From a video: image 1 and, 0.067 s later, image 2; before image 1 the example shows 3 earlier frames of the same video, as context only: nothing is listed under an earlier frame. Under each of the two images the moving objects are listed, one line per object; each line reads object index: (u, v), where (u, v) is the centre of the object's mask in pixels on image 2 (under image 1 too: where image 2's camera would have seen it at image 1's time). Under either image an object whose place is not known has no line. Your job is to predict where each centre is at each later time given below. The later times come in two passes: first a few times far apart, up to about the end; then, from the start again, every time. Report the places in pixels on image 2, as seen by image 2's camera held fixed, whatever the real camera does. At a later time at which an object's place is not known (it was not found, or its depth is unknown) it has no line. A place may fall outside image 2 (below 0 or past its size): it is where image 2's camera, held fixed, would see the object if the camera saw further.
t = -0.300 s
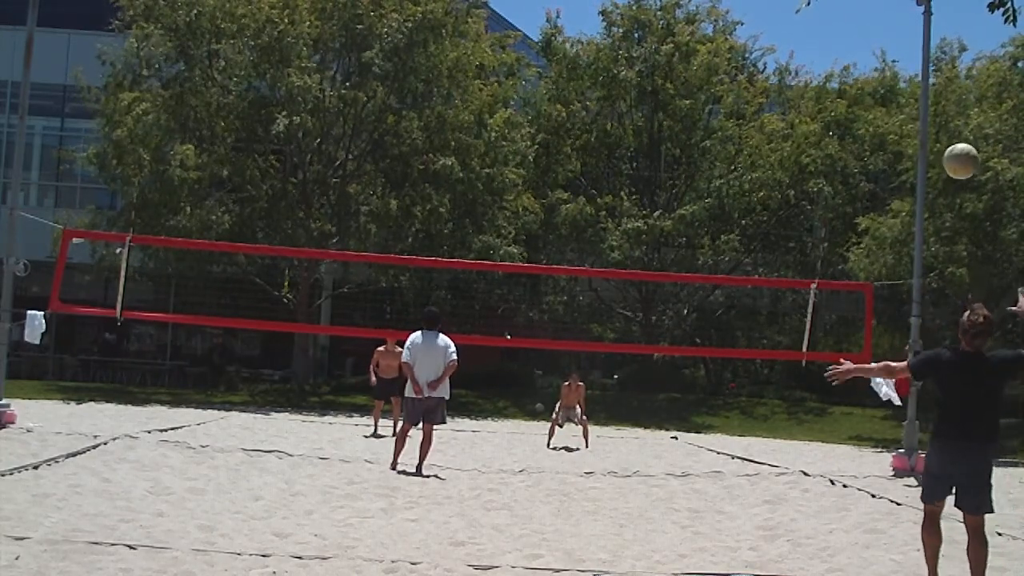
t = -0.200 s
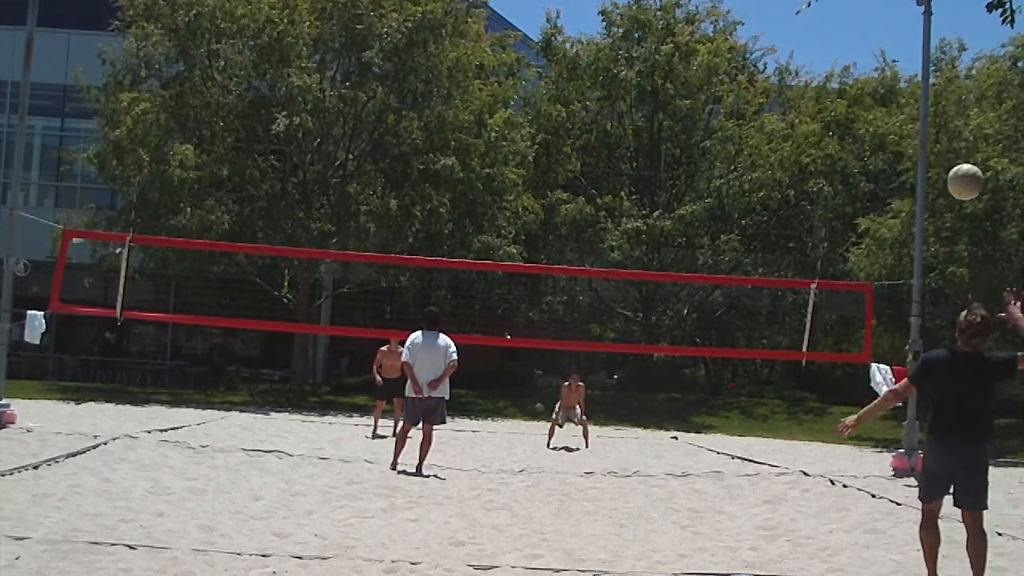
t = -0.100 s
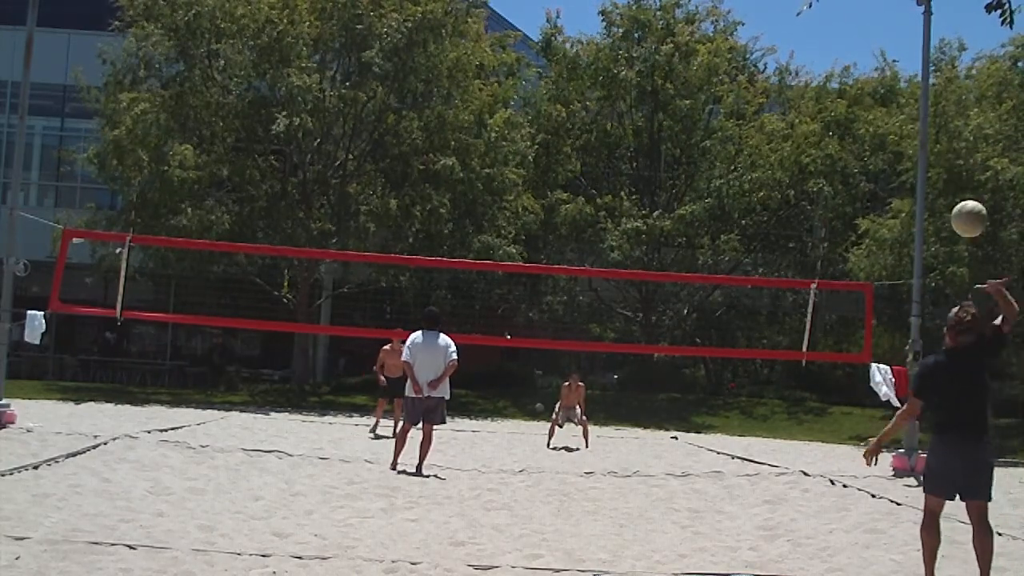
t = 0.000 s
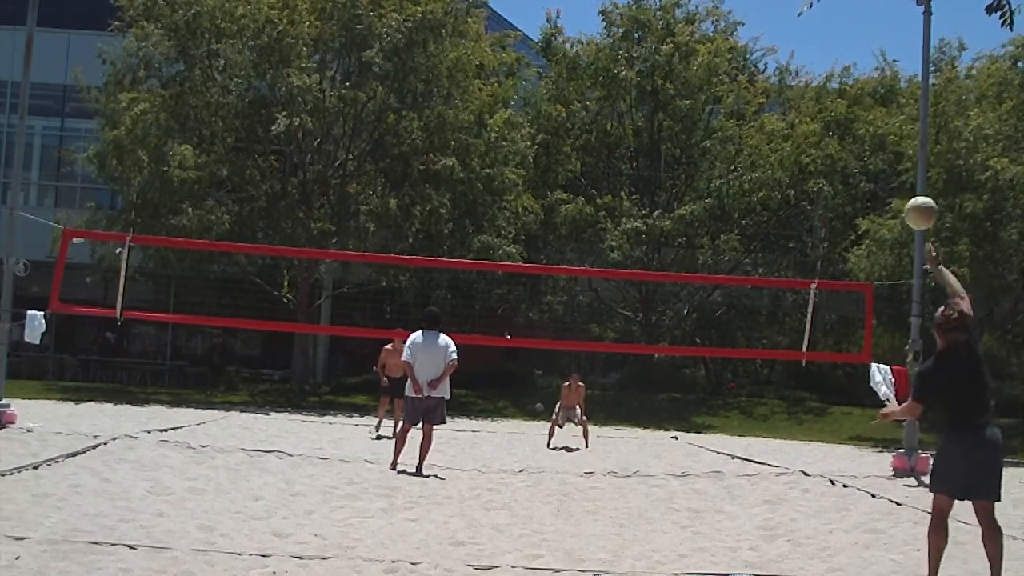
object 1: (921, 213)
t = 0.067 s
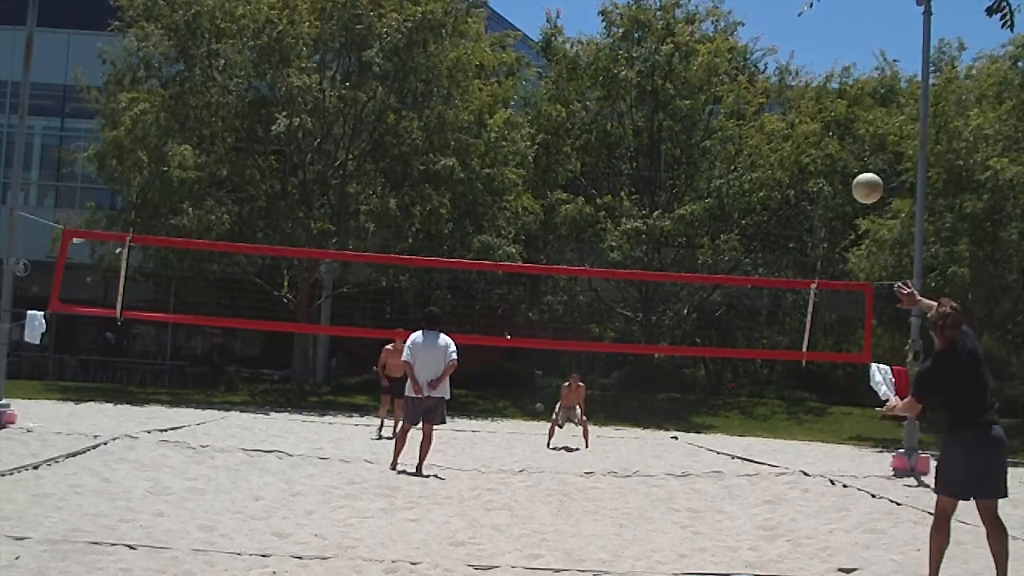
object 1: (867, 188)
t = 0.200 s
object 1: (783, 163)
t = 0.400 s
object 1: (692, 165)
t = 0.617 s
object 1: (627, 205)
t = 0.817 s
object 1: (579, 263)
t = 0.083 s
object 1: (855, 183)
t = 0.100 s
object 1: (844, 179)
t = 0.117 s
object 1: (833, 176)
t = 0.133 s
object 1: (821, 172)
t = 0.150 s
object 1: (812, 170)
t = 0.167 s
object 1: (801, 167)
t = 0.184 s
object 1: (792, 165)
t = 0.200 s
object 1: (783, 163)
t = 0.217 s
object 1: (773, 162)
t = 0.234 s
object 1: (765, 161)
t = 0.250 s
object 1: (756, 161)
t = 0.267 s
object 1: (748, 160)
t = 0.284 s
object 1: (740, 160)
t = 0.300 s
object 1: (732, 160)
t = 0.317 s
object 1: (725, 160)
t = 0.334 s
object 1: (718, 161)
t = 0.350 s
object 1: (711, 161)
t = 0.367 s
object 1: (704, 162)
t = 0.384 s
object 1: (698, 164)
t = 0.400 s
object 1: (692, 165)
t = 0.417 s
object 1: (686, 167)
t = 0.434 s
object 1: (680, 169)
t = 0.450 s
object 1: (675, 171)
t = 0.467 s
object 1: (669, 173)
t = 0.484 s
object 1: (664, 176)
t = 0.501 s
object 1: (659, 179)
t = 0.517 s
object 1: (655, 182)
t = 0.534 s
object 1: (650, 186)
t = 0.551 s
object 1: (645, 189)
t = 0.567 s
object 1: (640, 193)
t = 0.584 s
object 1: (636, 197)
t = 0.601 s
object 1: (631, 201)
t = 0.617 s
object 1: (627, 205)
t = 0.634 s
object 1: (622, 209)
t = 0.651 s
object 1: (618, 213)
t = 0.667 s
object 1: (614, 218)
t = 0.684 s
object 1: (610, 223)
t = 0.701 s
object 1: (605, 228)
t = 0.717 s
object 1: (601, 233)
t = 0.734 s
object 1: (598, 238)
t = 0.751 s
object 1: (594, 242)
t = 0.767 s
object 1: (590, 248)
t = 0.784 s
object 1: (586, 253)
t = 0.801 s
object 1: (583, 259)
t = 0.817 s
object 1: (579, 263)
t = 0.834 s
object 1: (576, 265)
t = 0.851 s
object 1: (572, 279)
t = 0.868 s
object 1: (569, 282)
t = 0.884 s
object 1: (565, 287)
